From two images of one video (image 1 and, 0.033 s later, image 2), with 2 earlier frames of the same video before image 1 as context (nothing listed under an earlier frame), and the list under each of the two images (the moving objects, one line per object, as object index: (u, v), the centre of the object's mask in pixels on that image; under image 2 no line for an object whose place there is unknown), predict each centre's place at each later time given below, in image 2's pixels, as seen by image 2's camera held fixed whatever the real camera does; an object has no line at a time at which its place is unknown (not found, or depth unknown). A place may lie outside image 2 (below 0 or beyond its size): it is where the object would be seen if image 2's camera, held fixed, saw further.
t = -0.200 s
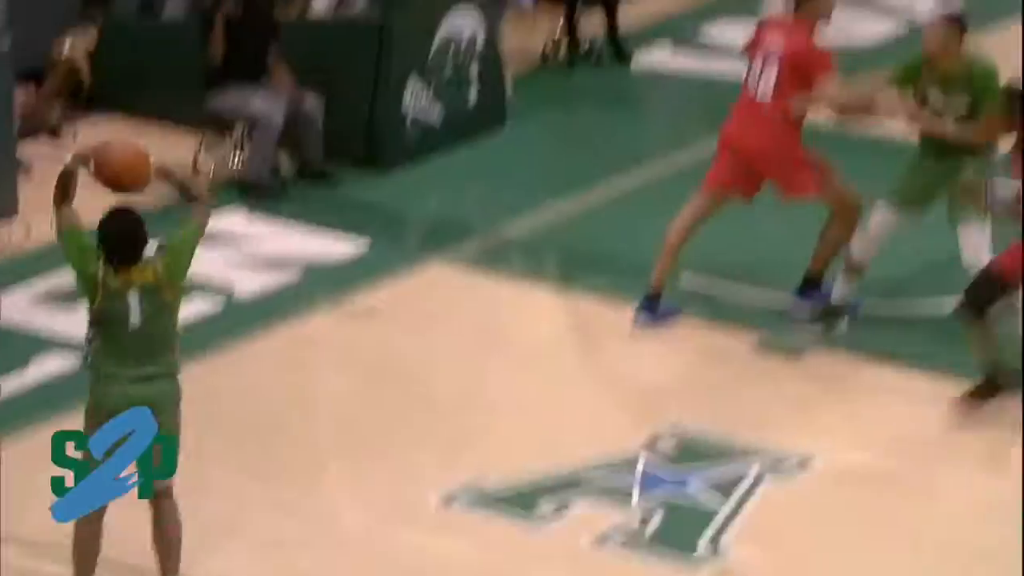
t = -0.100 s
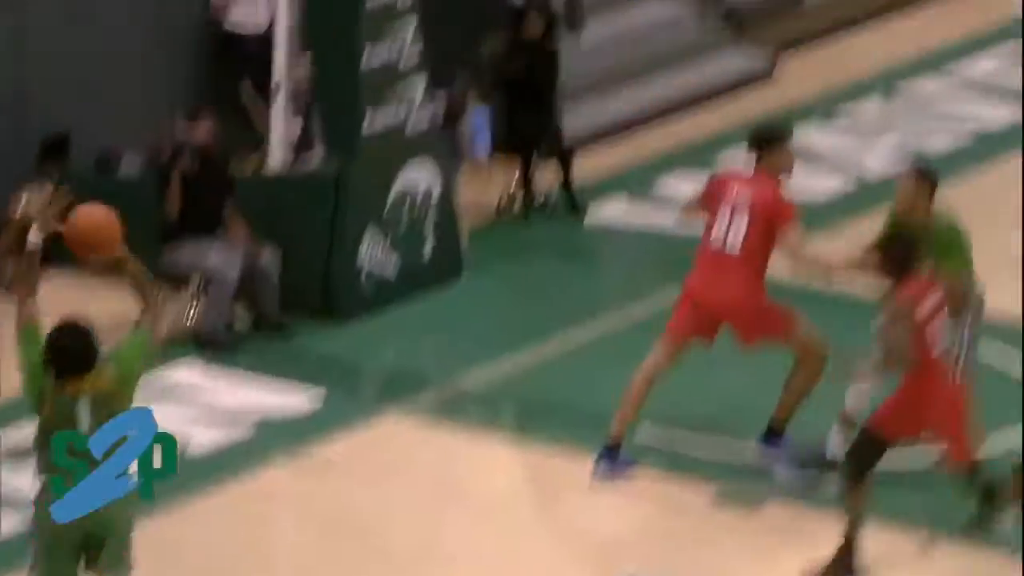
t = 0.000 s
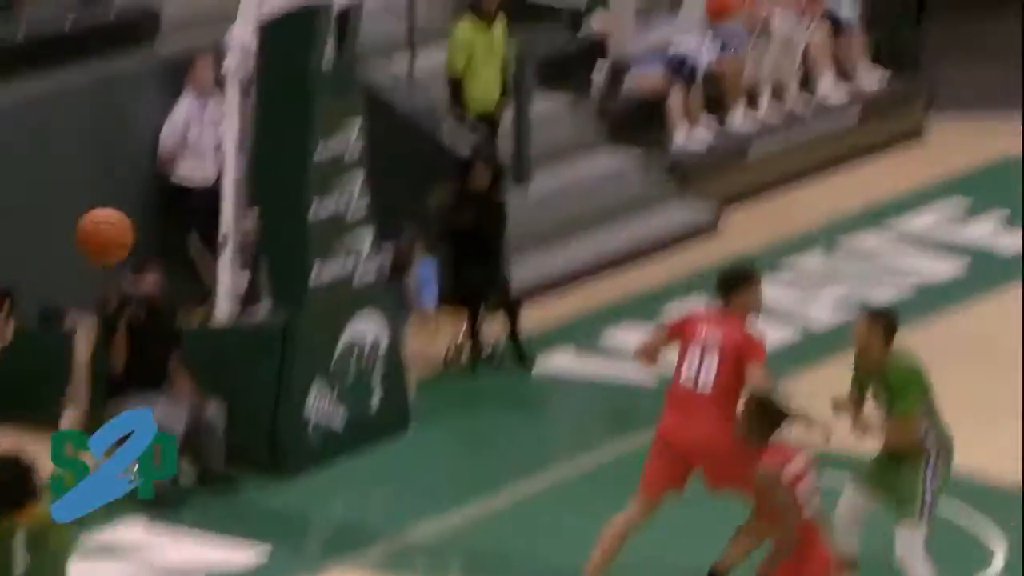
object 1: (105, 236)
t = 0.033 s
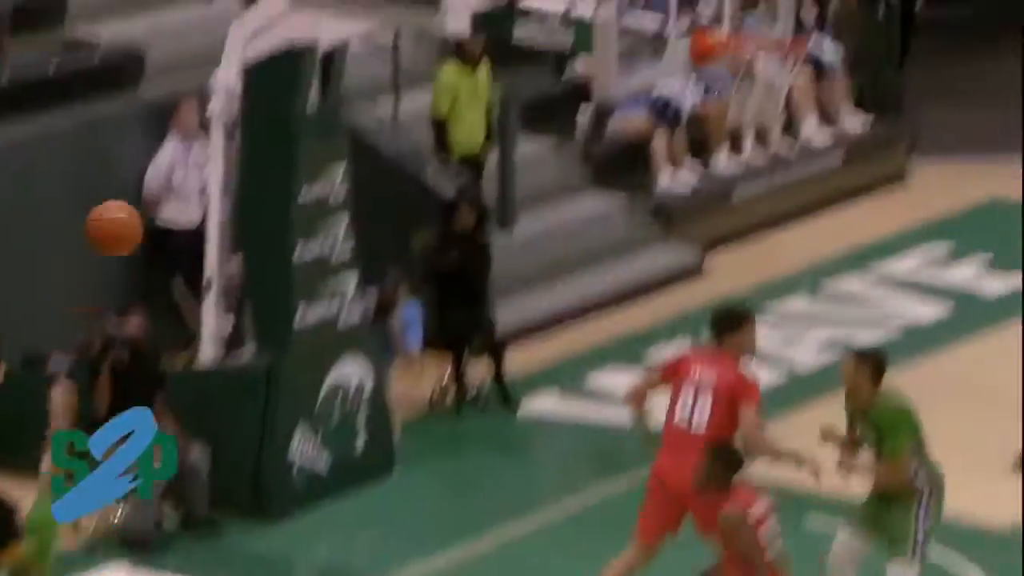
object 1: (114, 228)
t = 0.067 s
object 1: (140, 181)
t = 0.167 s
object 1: (215, 50)
